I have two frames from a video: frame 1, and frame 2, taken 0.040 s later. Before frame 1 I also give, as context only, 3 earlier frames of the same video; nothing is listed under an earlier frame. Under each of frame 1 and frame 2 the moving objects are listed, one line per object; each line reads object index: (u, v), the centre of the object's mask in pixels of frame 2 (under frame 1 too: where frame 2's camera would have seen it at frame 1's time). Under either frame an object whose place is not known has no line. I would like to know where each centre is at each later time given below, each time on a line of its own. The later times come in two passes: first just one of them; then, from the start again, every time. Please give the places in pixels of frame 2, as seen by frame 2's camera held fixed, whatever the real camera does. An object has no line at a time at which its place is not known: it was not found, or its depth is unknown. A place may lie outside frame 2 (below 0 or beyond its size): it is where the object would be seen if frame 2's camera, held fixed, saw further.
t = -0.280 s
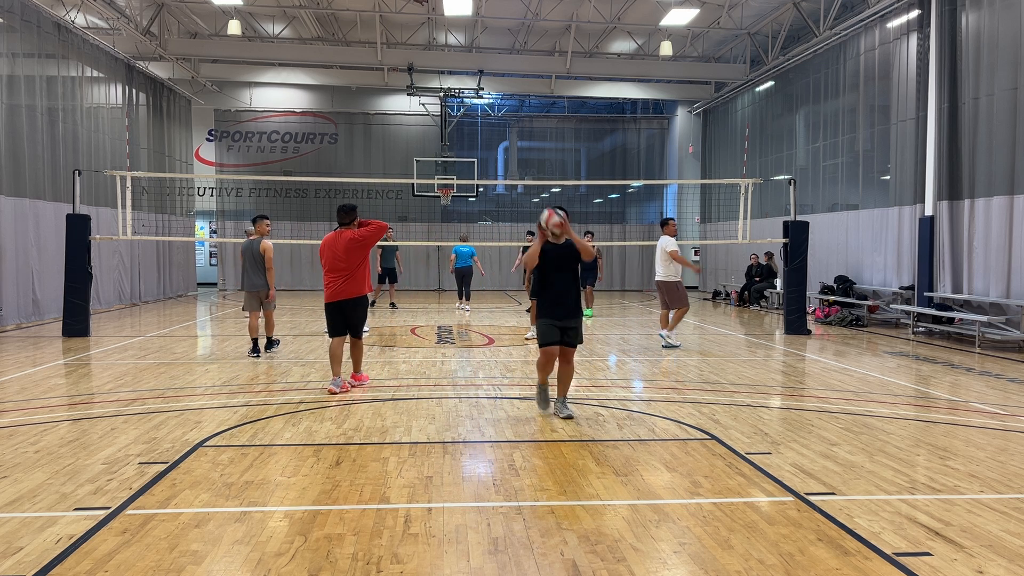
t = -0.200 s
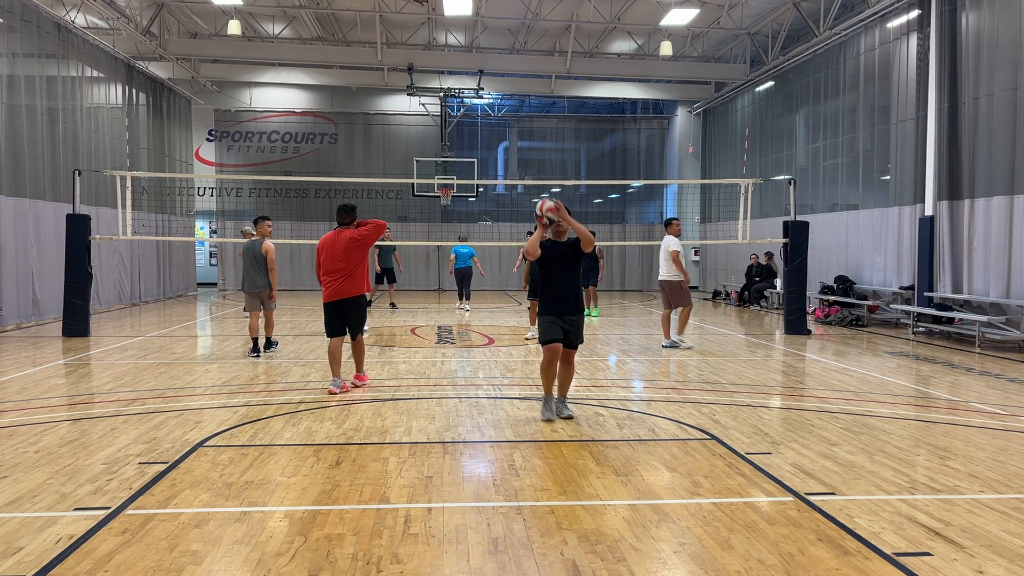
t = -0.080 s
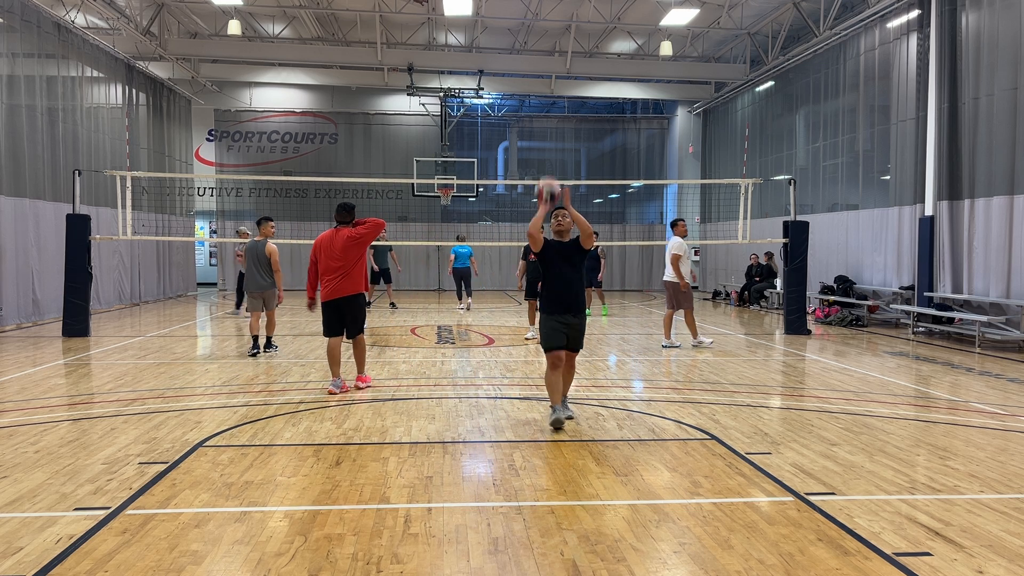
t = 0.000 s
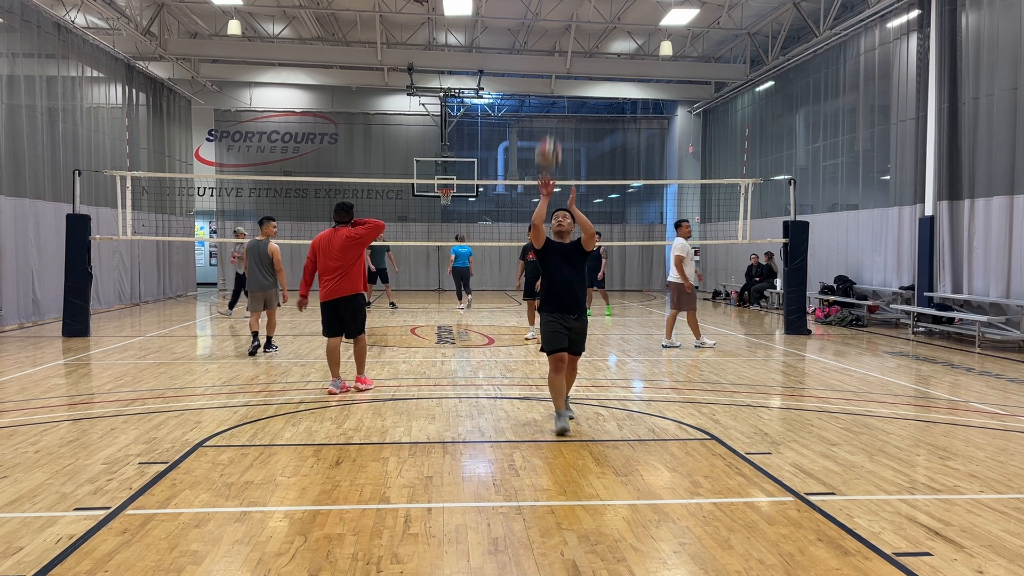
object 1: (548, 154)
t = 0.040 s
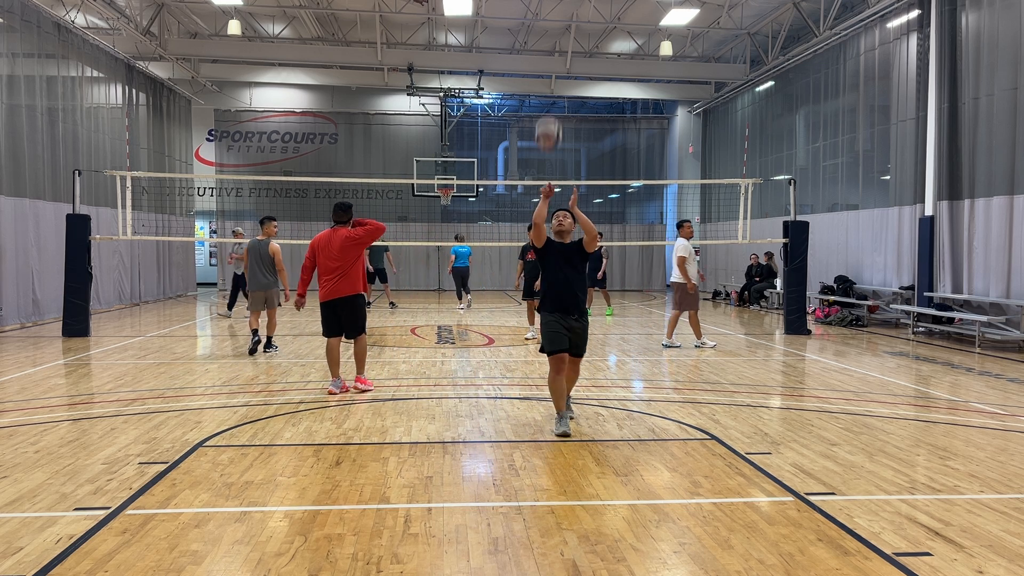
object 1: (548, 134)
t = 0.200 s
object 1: (549, 72)
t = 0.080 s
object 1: (548, 115)
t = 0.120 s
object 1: (548, 99)
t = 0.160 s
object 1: (549, 84)
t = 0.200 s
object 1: (549, 72)
